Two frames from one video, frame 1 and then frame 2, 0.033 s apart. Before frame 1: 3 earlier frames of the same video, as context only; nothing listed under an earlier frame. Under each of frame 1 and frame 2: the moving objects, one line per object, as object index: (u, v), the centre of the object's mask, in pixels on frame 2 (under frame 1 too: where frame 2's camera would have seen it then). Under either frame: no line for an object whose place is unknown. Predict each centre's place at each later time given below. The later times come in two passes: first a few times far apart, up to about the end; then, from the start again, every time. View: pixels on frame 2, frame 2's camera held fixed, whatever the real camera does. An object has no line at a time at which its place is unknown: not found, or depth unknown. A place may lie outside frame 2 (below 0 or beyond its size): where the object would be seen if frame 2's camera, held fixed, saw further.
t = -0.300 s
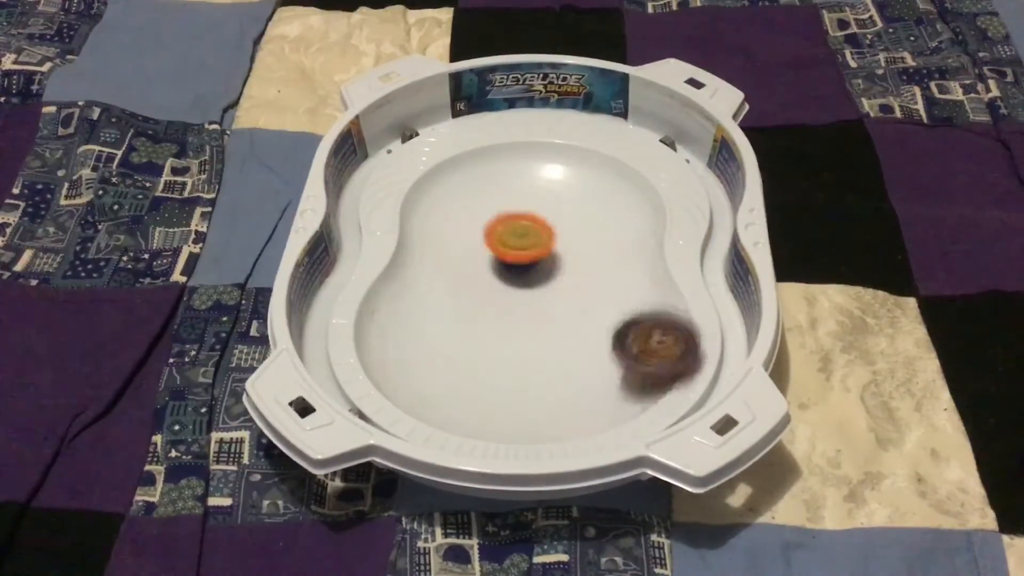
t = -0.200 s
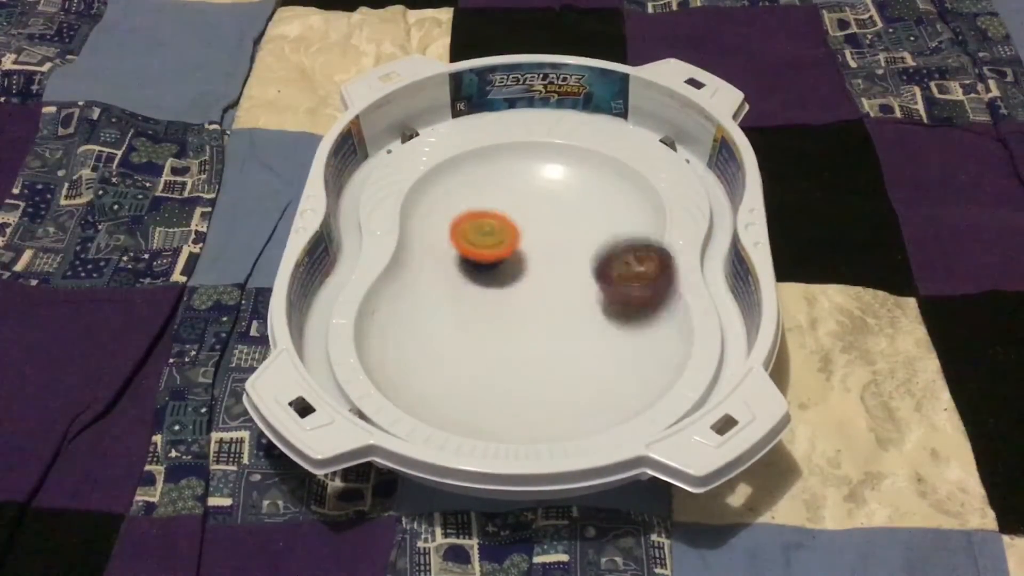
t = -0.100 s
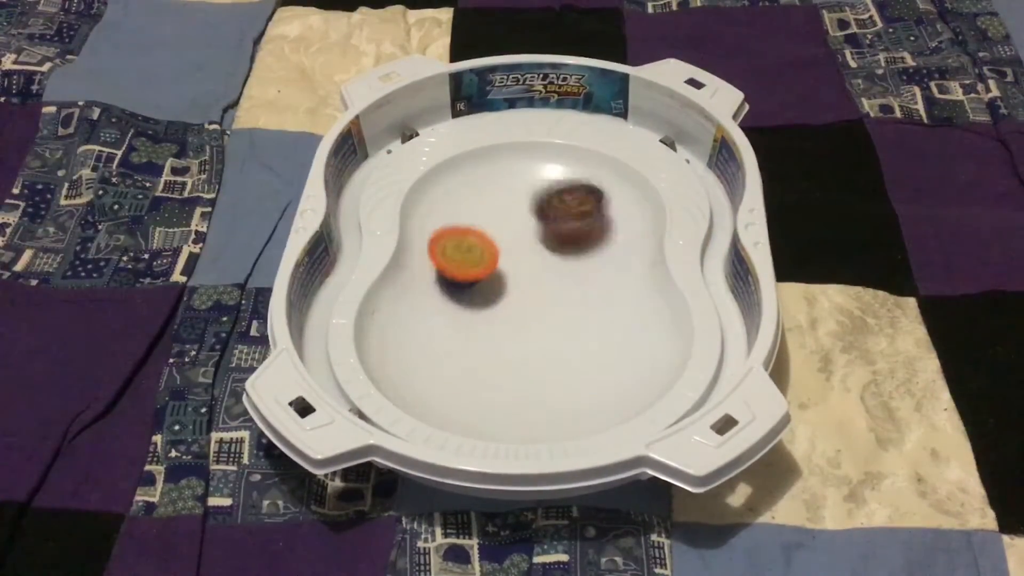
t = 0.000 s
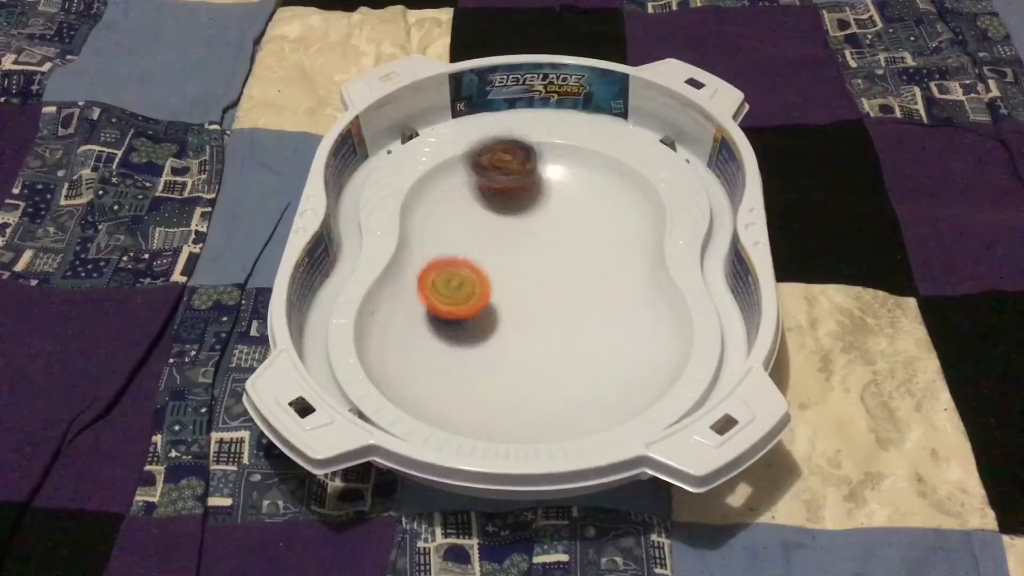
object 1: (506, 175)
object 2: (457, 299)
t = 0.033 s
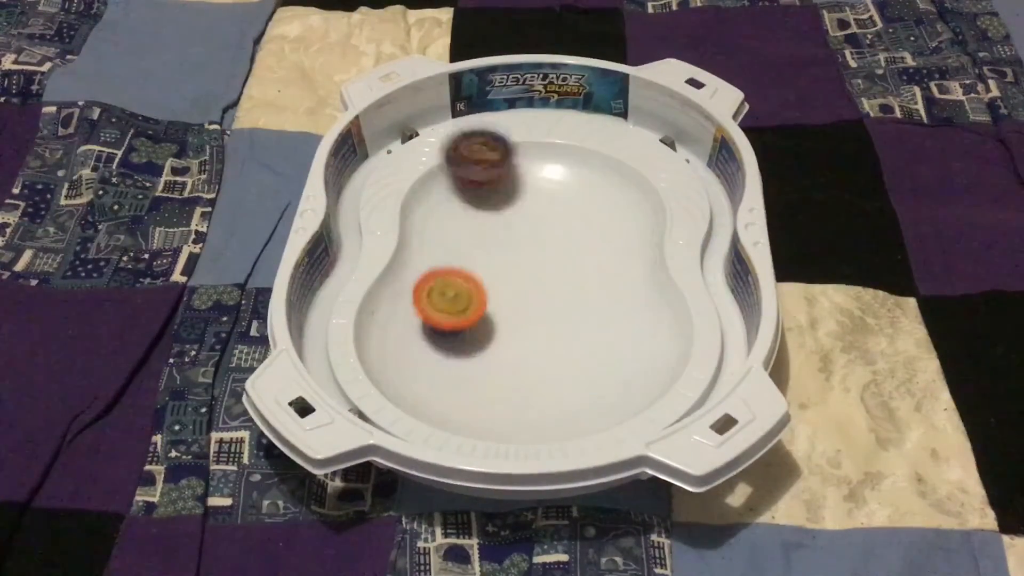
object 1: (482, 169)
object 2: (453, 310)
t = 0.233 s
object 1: (448, 286)
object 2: (494, 360)
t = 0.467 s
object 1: (487, 375)
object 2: (670, 315)
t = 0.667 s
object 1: (558, 332)
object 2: (552, 242)
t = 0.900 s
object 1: (550, 252)
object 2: (435, 226)
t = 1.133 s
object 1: (533, 202)
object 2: (441, 336)
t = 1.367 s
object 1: (477, 214)
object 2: (552, 373)
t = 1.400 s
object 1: (480, 223)
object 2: (570, 365)
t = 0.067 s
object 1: (457, 159)
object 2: (448, 320)
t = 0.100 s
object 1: (445, 183)
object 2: (447, 330)
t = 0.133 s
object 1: (439, 204)
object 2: (450, 339)
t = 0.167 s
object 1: (439, 227)
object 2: (461, 347)
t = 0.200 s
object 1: (444, 257)
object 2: (476, 355)
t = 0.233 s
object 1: (448, 286)
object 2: (494, 360)
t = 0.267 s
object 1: (451, 314)
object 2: (514, 362)
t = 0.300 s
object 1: (451, 335)
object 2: (548, 370)
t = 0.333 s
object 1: (447, 347)
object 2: (581, 372)
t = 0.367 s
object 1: (444, 350)
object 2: (613, 368)
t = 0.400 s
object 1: (454, 360)
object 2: (643, 356)
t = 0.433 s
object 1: (470, 372)
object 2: (663, 336)
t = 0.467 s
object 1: (487, 375)
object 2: (670, 315)
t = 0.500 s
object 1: (504, 375)
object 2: (666, 297)
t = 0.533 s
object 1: (521, 371)
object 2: (650, 283)
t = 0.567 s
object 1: (536, 364)
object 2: (627, 272)
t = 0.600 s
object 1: (547, 354)
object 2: (601, 260)
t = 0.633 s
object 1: (555, 343)
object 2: (576, 251)
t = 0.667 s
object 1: (558, 332)
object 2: (552, 242)
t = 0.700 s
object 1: (557, 319)
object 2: (530, 235)
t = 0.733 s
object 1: (556, 306)
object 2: (509, 230)
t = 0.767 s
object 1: (555, 293)
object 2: (490, 227)
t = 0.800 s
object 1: (554, 282)
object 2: (473, 225)
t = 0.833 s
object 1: (553, 271)
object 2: (459, 225)
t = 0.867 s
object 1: (552, 261)
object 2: (447, 228)
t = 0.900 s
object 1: (550, 252)
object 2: (435, 226)
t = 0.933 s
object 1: (548, 244)
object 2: (431, 235)
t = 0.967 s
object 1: (547, 236)
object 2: (435, 254)
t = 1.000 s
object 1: (546, 228)
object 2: (435, 268)
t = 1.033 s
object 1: (544, 221)
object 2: (436, 285)
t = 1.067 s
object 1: (543, 214)
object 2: (439, 303)
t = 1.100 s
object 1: (539, 208)
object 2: (440, 321)
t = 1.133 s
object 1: (533, 202)
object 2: (441, 336)
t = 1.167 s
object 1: (524, 197)
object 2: (446, 348)
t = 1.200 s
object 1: (514, 195)
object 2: (458, 360)
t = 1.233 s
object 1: (503, 194)
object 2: (473, 369)
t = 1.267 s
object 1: (494, 196)
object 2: (491, 375)
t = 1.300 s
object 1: (485, 201)
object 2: (512, 378)
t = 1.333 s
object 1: (479, 207)
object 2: (533, 377)
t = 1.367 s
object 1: (477, 214)
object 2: (552, 373)
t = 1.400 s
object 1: (480, 223)
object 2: (570, 365)
